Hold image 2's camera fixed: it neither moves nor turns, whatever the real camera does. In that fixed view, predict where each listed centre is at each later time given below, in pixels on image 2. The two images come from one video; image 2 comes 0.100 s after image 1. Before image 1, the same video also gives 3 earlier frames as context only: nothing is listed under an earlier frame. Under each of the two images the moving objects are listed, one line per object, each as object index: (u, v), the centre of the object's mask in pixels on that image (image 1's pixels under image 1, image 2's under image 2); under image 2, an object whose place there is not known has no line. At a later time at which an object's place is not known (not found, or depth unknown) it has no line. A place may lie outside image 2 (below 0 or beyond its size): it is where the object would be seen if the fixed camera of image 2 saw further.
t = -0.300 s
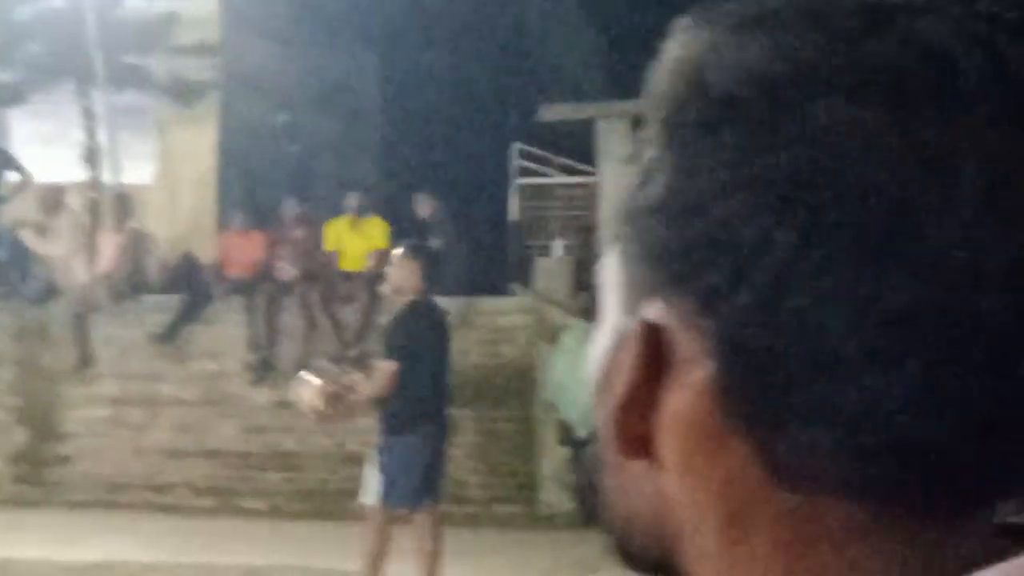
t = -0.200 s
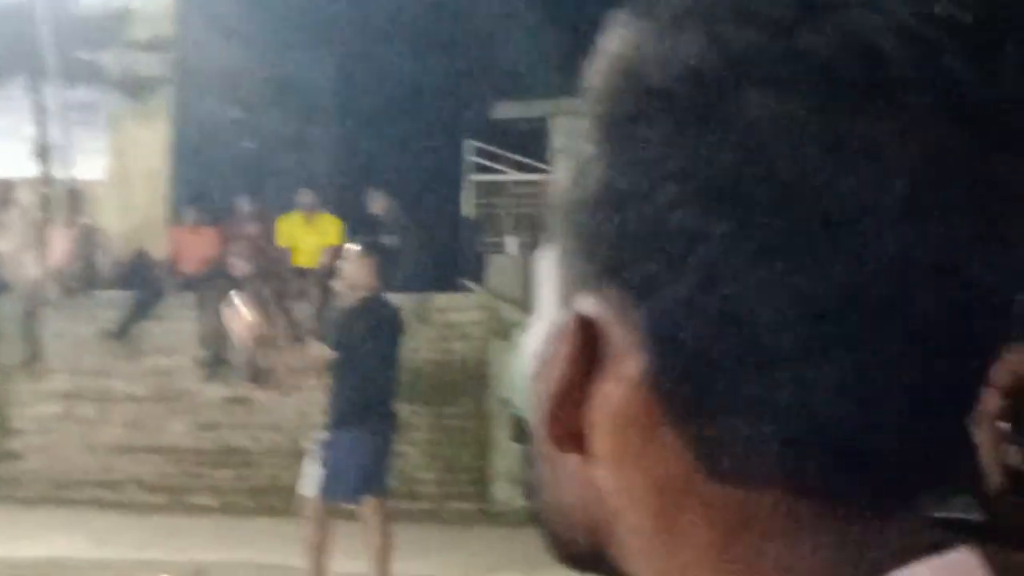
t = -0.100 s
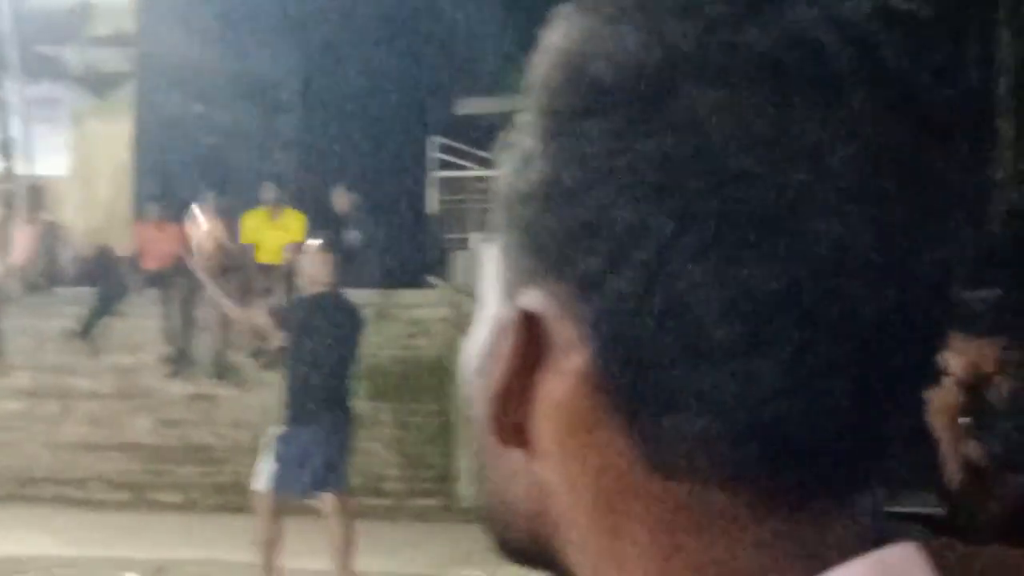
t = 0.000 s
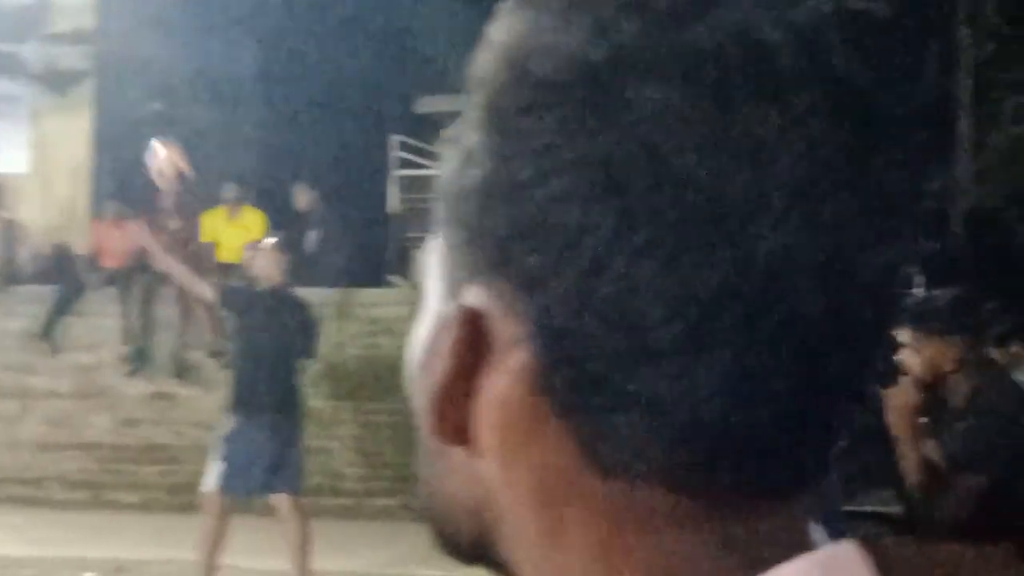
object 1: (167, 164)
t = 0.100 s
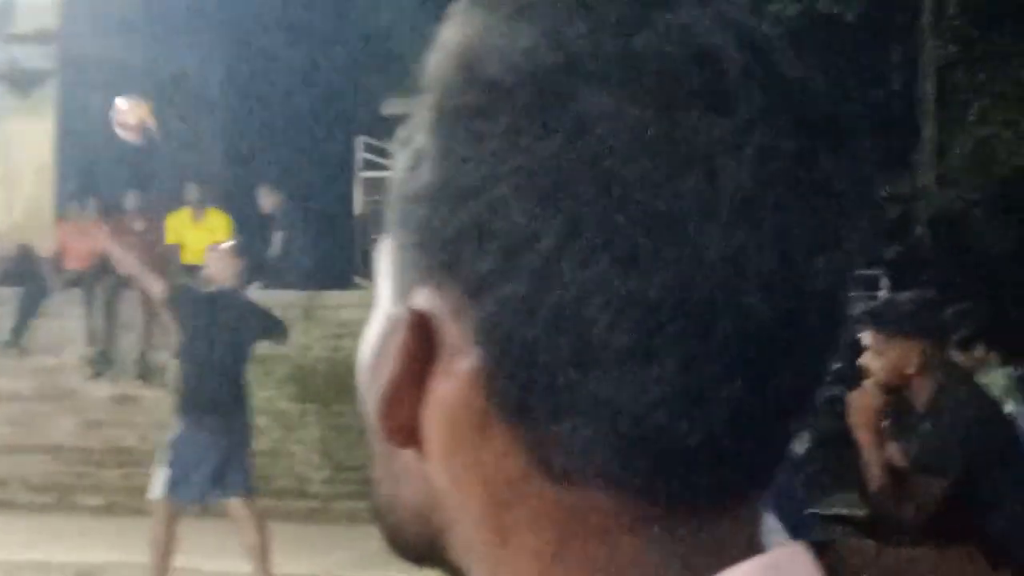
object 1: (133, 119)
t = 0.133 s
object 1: (133, 108)
